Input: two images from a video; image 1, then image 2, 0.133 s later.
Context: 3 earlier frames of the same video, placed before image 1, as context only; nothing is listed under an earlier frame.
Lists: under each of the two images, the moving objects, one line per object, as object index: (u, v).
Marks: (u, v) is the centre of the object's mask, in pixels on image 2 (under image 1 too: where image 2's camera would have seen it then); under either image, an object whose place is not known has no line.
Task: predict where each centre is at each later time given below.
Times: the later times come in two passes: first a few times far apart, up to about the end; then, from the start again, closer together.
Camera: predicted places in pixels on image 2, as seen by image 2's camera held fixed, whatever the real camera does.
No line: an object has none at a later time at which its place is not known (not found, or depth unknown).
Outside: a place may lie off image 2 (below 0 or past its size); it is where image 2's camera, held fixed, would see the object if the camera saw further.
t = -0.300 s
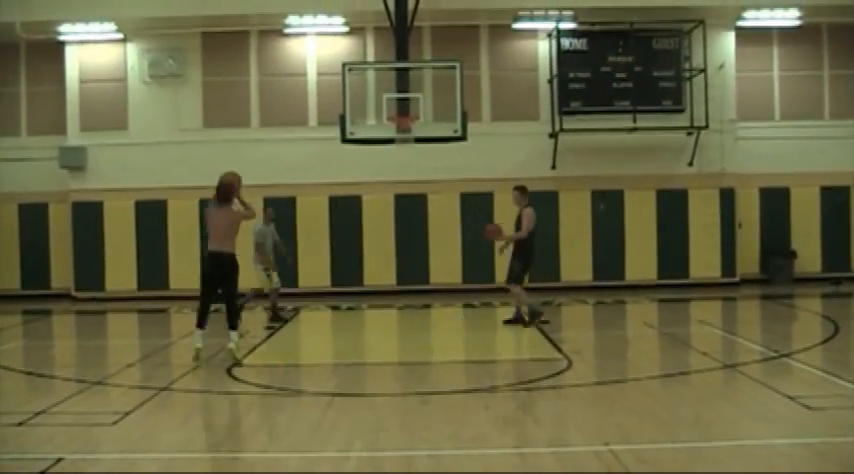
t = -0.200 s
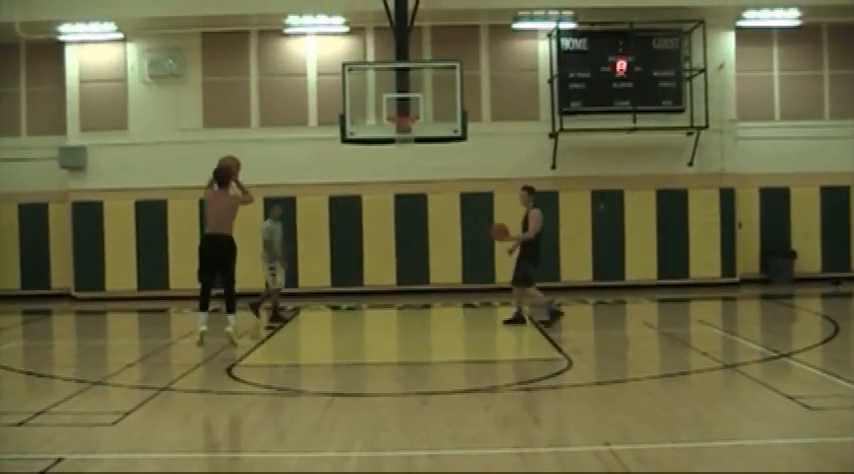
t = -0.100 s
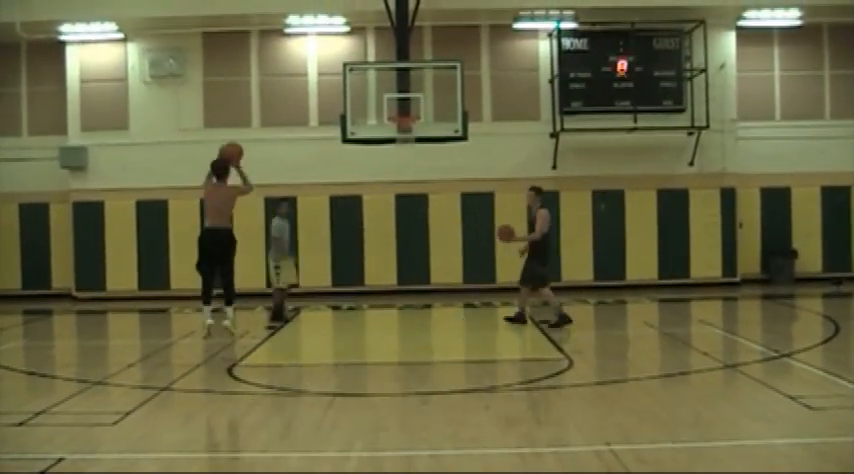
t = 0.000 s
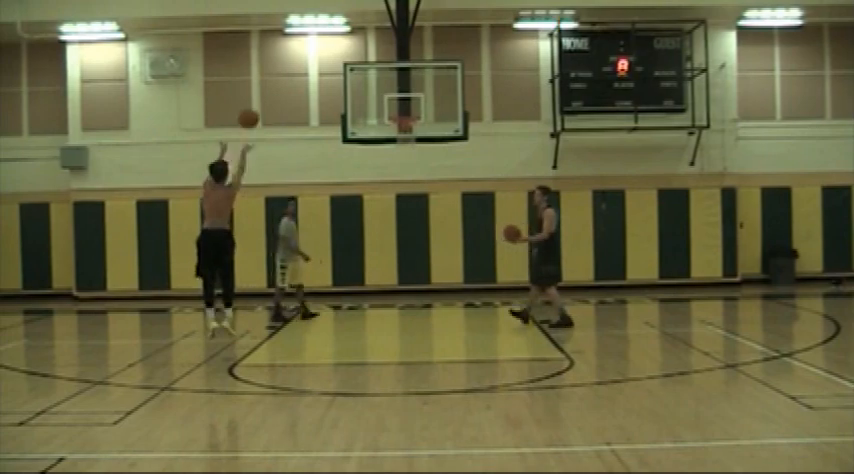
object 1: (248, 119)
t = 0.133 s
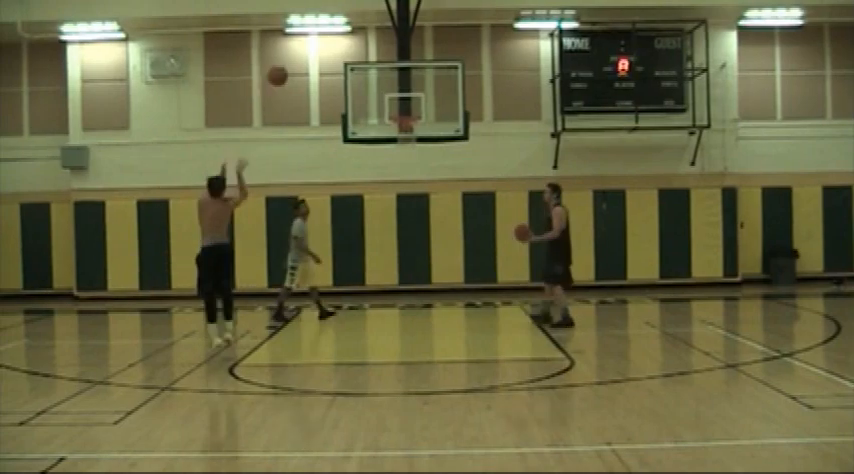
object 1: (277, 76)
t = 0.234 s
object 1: (297, 56)
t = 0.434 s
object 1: (333, 41)
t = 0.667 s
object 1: (371, 59)
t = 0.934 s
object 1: (407, 124)
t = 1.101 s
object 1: (414, 143)
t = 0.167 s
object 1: (284, 68)
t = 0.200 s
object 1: (291, 61)
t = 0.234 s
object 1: (297, 56)
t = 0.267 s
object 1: (303, 51)
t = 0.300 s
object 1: (309, 47)
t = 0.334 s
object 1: (315, 44)
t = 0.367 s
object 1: (322, 42)
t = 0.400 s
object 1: (328, 41)
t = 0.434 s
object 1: (333, 41)
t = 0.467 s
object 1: (339, 41)
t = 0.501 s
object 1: (344, 42)
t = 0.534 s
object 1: (350, 44)
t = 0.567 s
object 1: (355, 48)
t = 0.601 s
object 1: (360, 51)
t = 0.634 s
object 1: (365, 55)
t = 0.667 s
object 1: (371, 59)
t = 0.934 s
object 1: (407, 124)
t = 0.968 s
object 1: (411, 128)
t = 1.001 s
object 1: (414, 134)
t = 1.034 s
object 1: (413, 133)
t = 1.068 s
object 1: (414, 137)
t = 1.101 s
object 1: (414, 143)
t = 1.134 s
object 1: (414, 147)
